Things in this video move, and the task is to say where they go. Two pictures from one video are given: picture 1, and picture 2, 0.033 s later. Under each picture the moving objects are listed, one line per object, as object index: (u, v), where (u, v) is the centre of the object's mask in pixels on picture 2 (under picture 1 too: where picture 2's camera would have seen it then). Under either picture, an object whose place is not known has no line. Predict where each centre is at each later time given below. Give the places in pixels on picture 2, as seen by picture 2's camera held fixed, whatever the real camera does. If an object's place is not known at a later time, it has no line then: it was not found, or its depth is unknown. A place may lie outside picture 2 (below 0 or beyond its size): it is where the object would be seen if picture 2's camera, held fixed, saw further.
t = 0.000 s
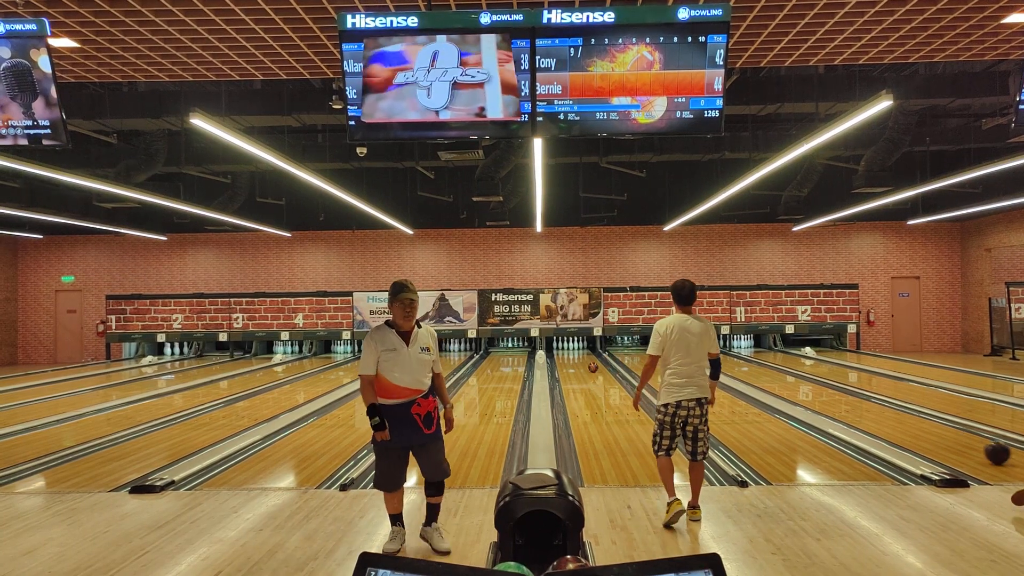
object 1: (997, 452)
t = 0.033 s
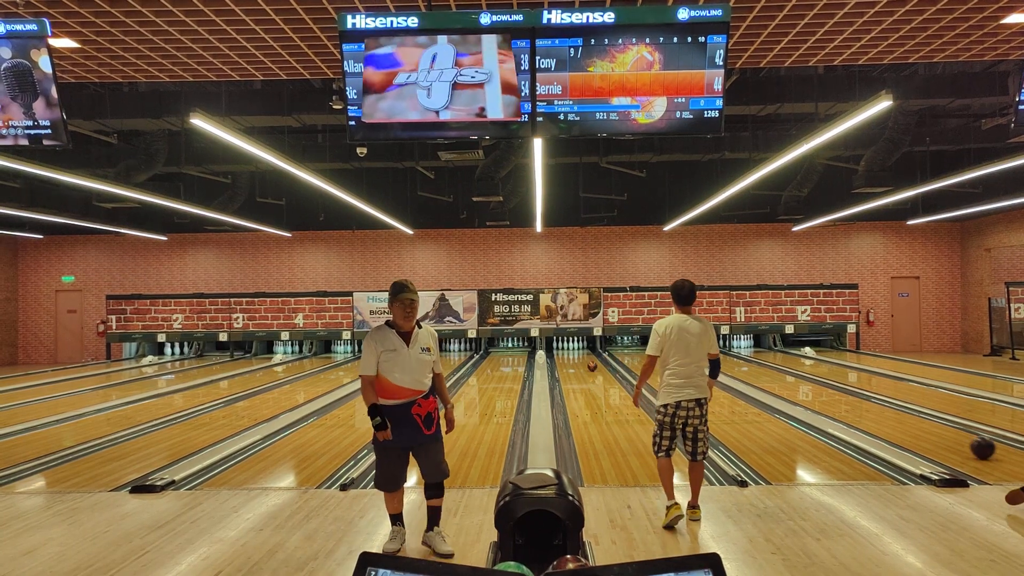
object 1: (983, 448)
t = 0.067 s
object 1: (969, 443)
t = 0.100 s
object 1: (956, 439)
